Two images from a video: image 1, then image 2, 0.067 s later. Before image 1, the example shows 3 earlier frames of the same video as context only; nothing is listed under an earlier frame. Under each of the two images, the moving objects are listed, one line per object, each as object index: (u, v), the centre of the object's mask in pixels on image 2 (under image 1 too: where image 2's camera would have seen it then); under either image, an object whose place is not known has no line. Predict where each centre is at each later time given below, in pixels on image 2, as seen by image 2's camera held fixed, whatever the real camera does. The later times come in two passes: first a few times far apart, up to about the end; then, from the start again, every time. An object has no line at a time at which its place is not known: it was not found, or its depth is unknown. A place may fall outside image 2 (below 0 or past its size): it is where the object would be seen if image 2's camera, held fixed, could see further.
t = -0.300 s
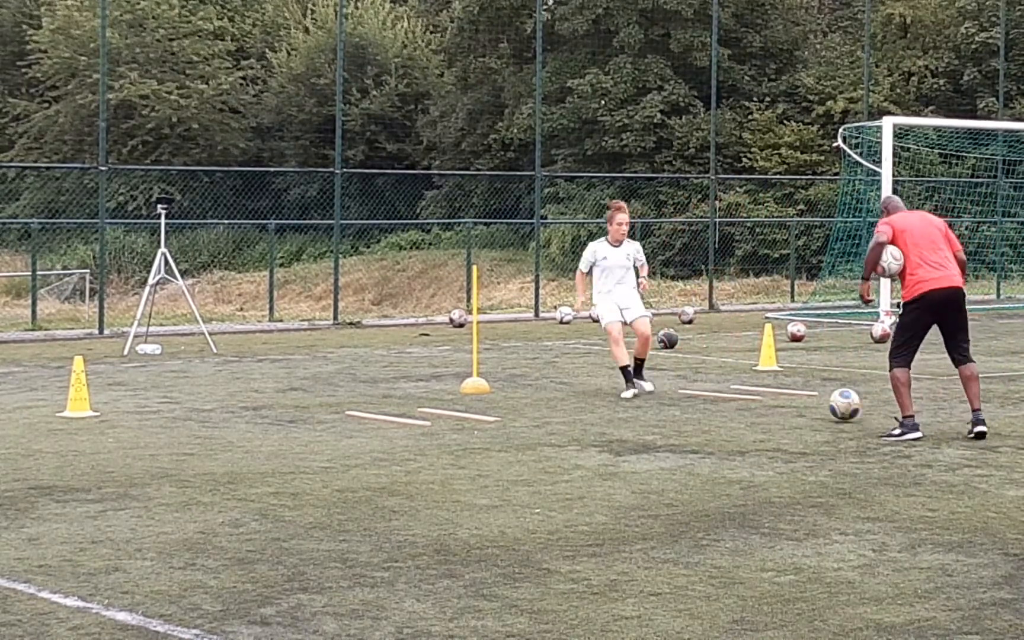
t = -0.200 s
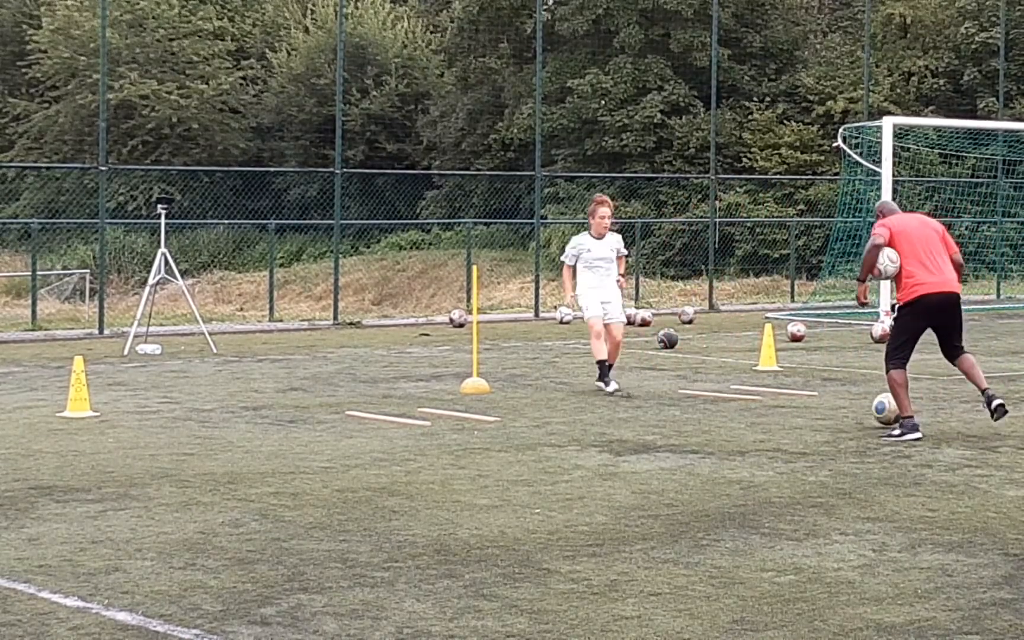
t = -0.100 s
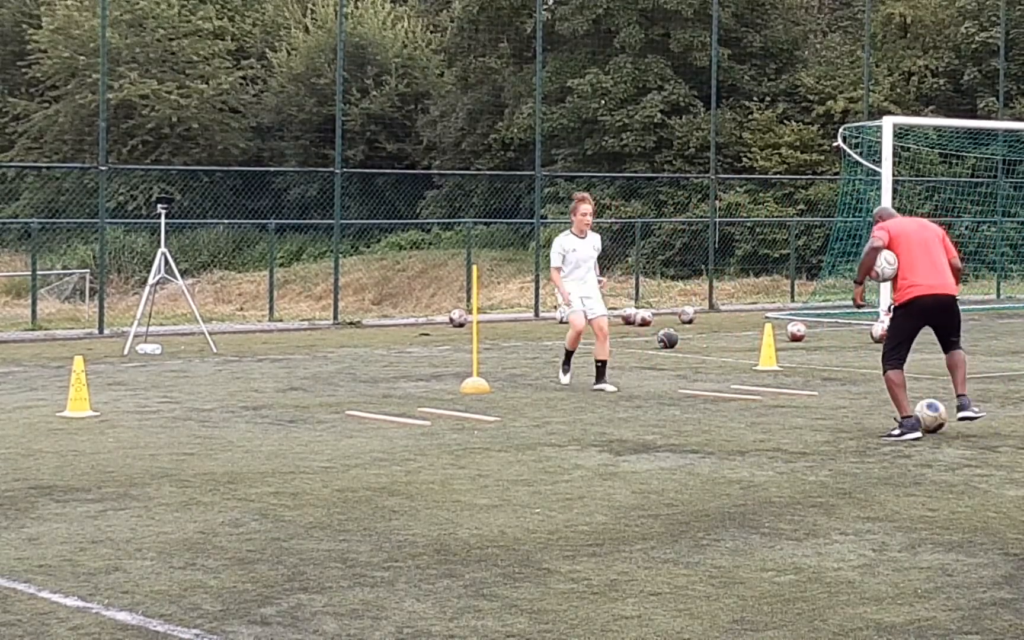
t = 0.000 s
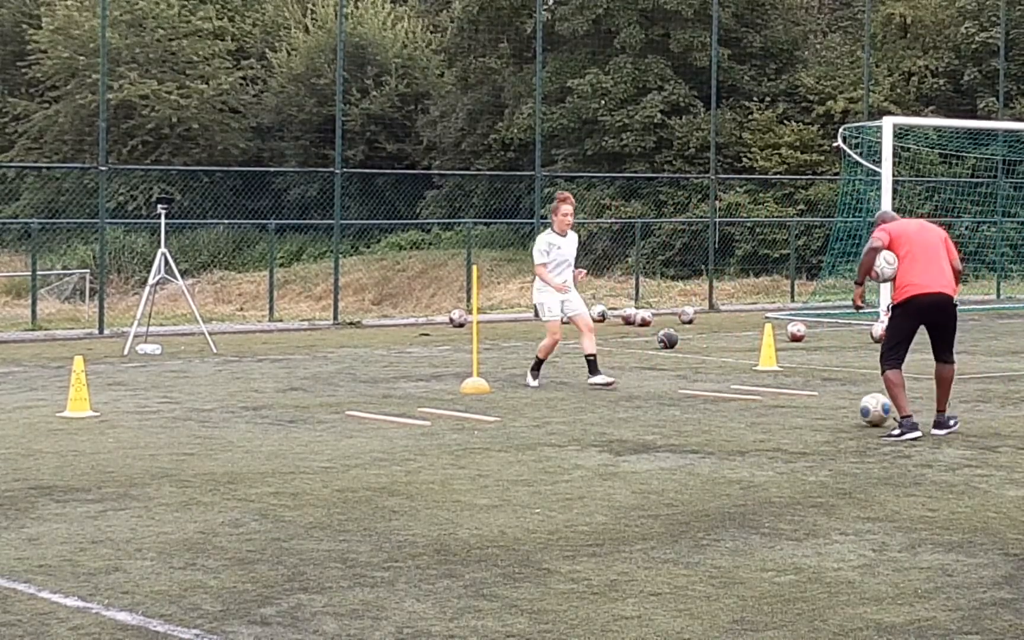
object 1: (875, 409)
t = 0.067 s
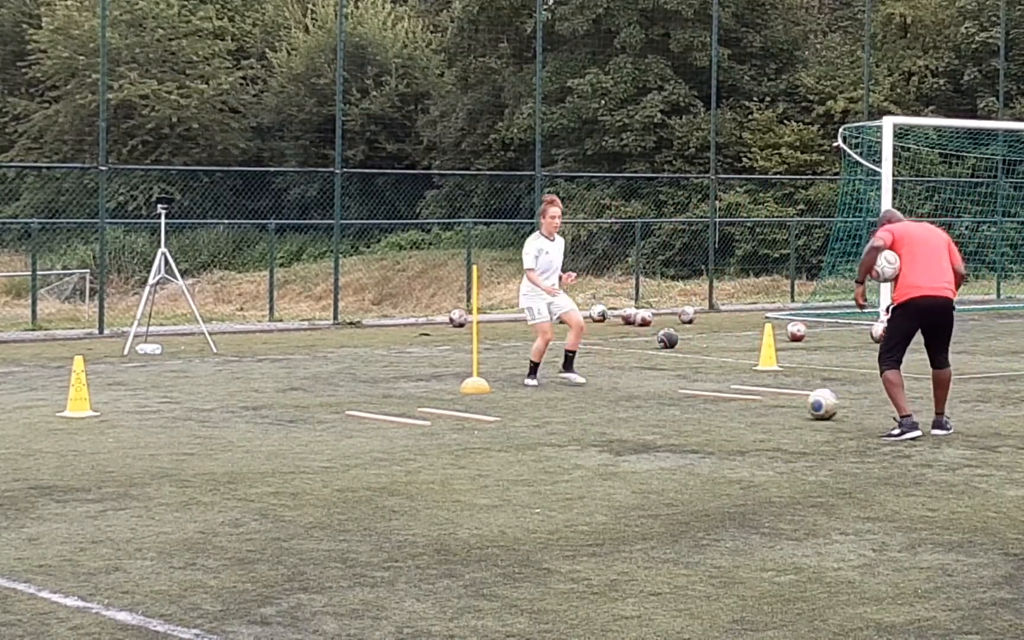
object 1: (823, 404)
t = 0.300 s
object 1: (680, 388)
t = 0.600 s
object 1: (557, 377)
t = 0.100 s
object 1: (800, 400)
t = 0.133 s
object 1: (776, 398)
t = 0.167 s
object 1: (754, 397)
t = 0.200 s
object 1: (735, 394)
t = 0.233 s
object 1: (716, 392)
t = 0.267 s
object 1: (697, 391)
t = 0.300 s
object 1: (680, 388)
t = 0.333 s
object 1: (664, 387)
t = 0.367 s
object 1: (648, 387)
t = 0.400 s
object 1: (633, 384)
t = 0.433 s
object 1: (620, 382)
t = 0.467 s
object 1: (606, 381)
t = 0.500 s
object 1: (593, 381)
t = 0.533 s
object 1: (581, 379)
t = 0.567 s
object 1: (568, 377)
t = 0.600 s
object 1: (557, 377)
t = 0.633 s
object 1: (545, 375)
